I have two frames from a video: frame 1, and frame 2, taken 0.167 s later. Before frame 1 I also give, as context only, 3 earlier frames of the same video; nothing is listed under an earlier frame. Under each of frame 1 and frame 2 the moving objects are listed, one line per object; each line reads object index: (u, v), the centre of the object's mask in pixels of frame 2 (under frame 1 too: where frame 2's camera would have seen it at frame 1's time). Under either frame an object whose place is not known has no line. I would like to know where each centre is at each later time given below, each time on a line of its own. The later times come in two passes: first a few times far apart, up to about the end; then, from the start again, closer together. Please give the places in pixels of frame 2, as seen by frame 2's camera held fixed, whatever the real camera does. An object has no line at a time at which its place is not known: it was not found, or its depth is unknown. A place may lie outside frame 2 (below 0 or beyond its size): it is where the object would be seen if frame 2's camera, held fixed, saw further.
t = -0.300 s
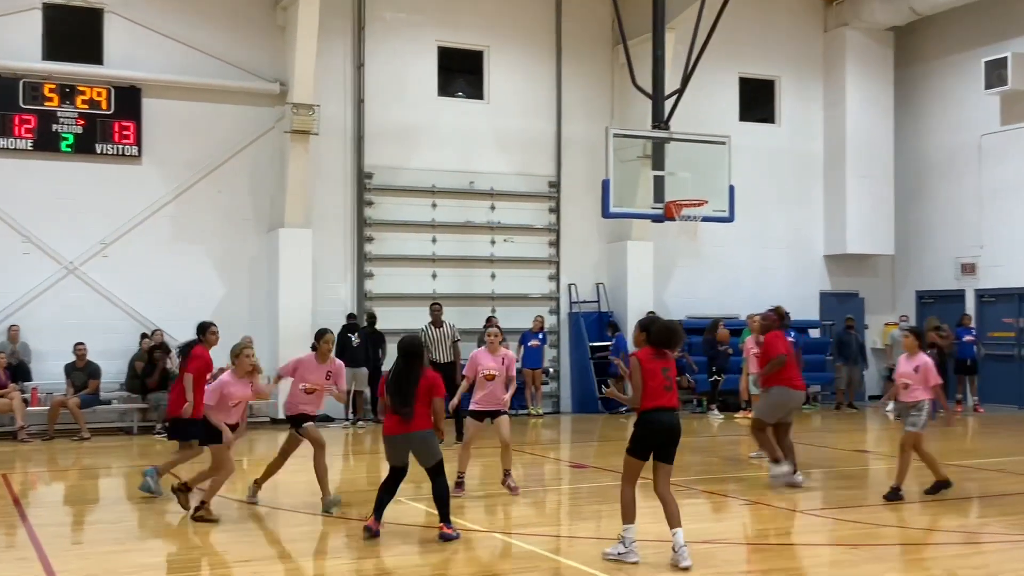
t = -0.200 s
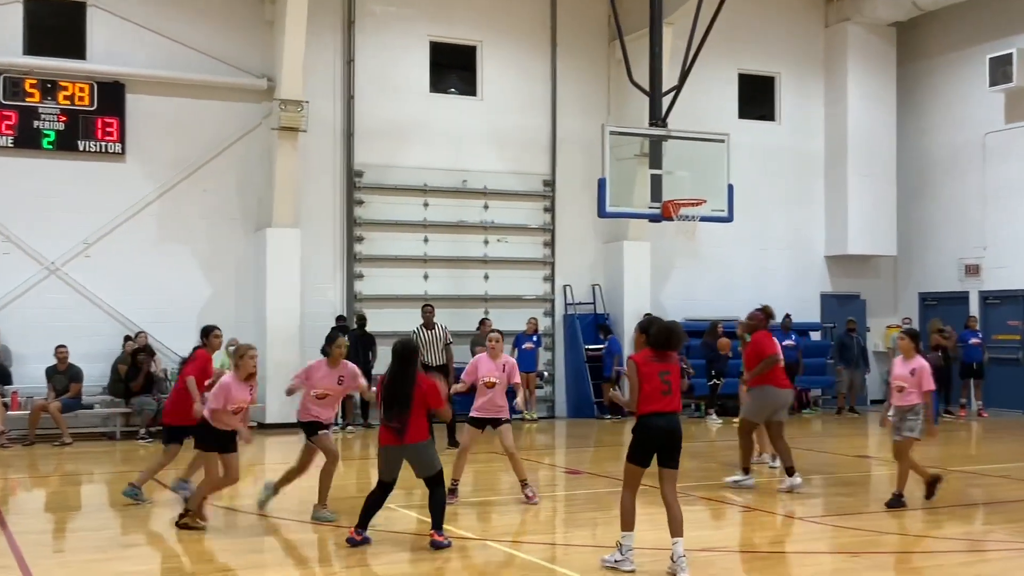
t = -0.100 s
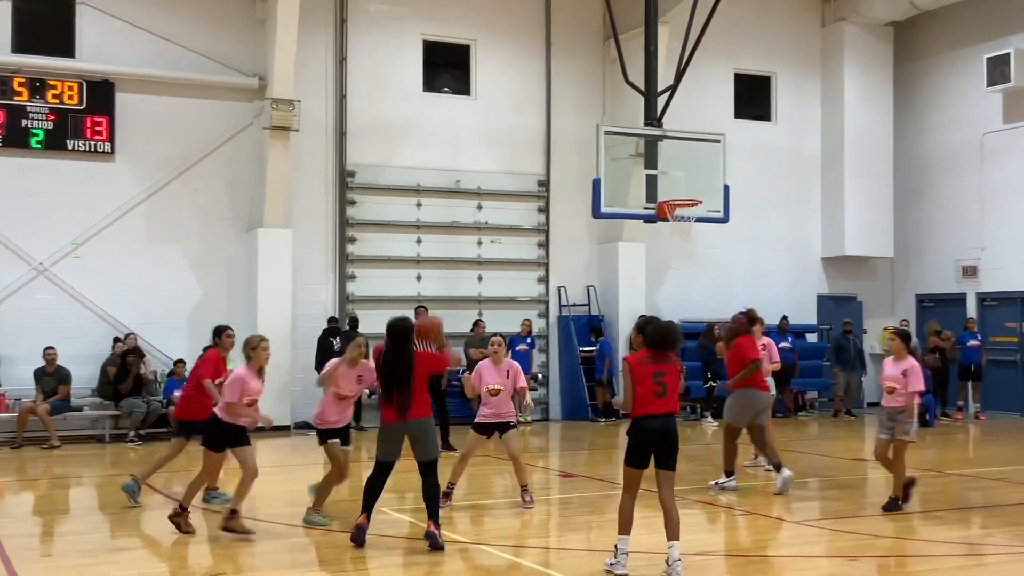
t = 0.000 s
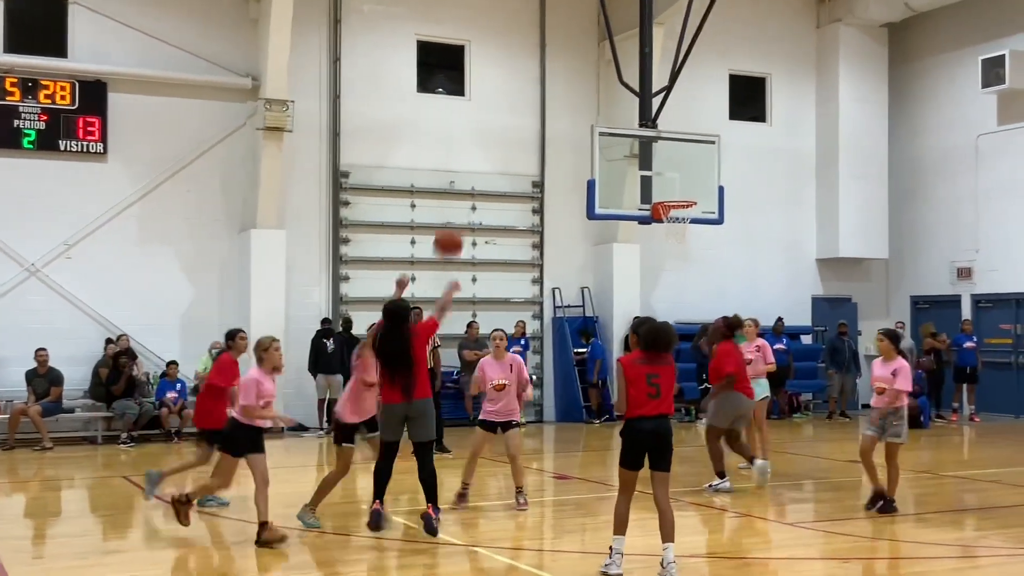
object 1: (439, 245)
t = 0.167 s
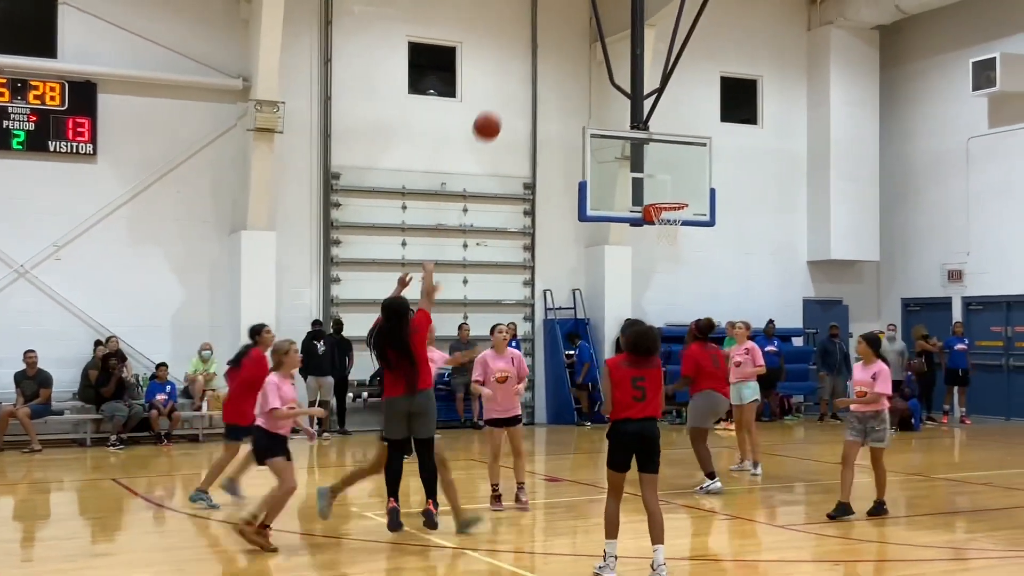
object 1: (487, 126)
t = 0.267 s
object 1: (512, 79)
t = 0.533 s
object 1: (566, 22)
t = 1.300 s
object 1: (671, 221)
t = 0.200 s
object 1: (496, 109)
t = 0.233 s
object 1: (504, 93)
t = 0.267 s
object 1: (512, 79)
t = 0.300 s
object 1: (519, 67)
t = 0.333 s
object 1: (527, 56)
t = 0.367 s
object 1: (534, 47)
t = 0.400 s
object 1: (541, 40)
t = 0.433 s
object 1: (547, 33)
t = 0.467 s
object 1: (554, 28)
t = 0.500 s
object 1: (560, 24)
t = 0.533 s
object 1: (566, 22)
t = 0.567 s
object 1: (572, 20)
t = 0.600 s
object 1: (578, 20)
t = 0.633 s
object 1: (584, 21)
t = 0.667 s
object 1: (589, 22)
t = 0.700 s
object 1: (595, 25)
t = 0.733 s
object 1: (600, 29)
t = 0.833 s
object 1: (615, 47)
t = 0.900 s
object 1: (624, 64)
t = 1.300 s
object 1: (671, 221)
